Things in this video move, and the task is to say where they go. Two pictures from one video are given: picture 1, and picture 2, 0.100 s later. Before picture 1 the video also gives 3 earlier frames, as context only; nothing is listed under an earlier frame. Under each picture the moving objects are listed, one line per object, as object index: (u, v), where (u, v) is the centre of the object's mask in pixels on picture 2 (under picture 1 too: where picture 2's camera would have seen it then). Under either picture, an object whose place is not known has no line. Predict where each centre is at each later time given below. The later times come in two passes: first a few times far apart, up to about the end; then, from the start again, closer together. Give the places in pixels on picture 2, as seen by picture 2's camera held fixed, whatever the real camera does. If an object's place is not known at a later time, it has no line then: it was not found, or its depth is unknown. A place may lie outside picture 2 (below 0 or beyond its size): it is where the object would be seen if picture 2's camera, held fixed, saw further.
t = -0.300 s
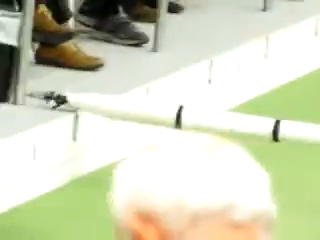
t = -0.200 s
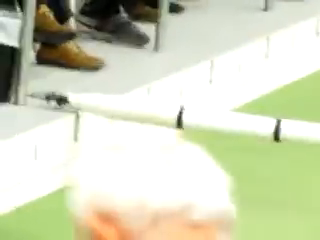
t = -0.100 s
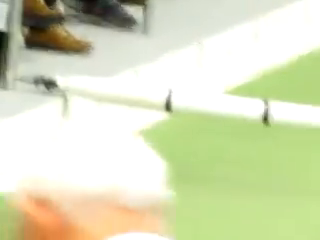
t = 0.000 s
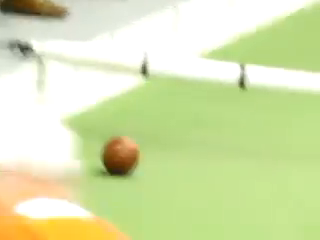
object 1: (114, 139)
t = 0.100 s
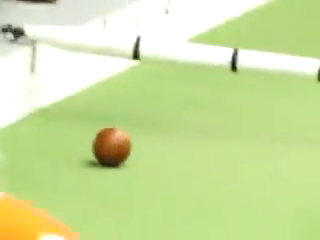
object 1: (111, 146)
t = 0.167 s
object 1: (110, 151)
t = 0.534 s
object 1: (107, 179)
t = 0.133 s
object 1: (111, 149)
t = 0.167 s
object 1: (110, 151)
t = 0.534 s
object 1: (107, 179)
